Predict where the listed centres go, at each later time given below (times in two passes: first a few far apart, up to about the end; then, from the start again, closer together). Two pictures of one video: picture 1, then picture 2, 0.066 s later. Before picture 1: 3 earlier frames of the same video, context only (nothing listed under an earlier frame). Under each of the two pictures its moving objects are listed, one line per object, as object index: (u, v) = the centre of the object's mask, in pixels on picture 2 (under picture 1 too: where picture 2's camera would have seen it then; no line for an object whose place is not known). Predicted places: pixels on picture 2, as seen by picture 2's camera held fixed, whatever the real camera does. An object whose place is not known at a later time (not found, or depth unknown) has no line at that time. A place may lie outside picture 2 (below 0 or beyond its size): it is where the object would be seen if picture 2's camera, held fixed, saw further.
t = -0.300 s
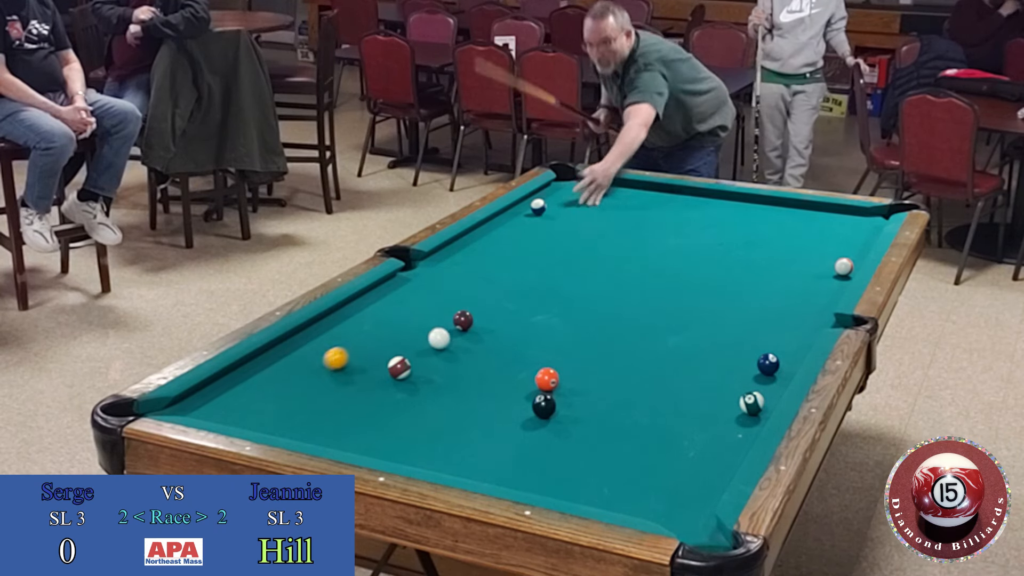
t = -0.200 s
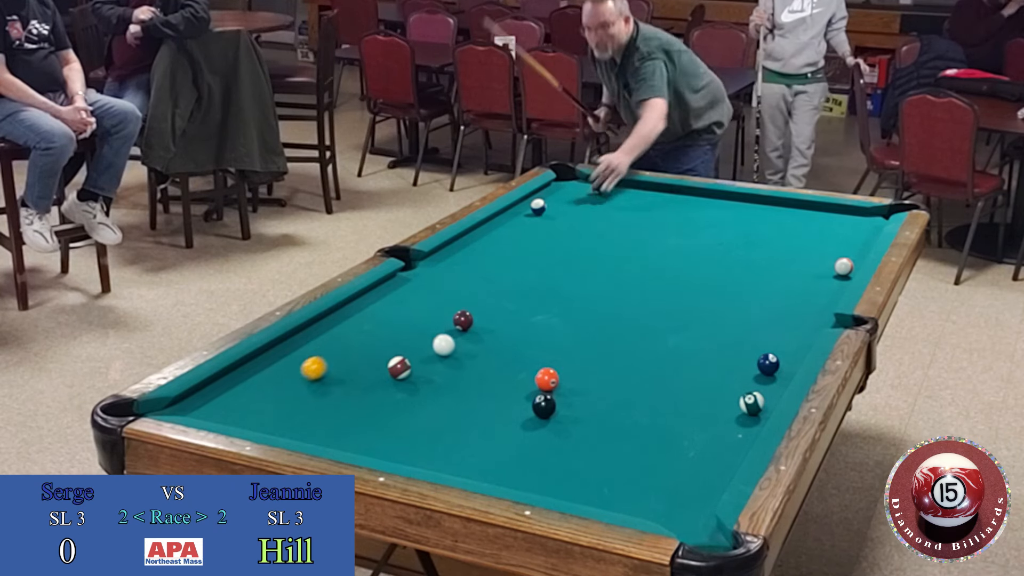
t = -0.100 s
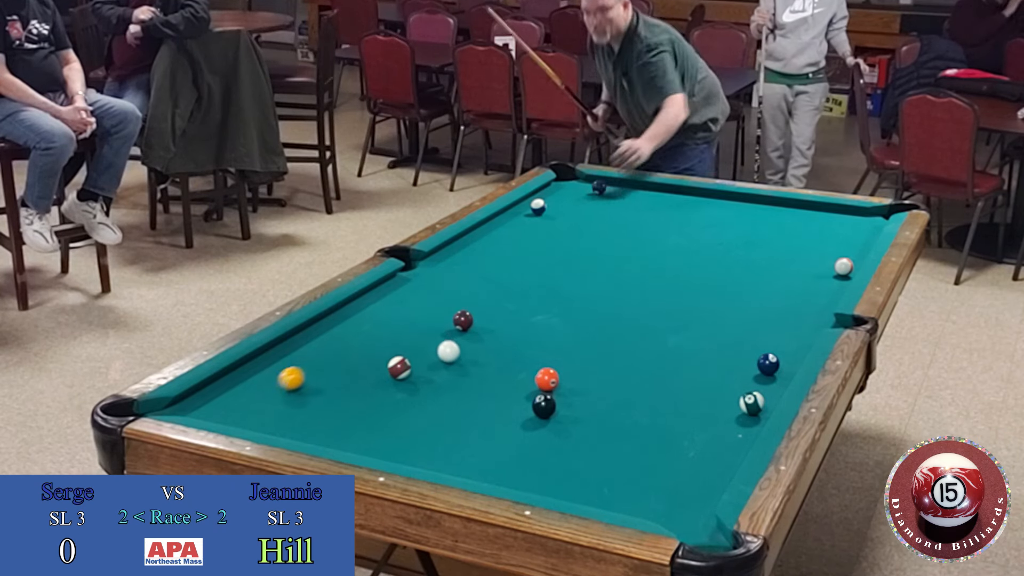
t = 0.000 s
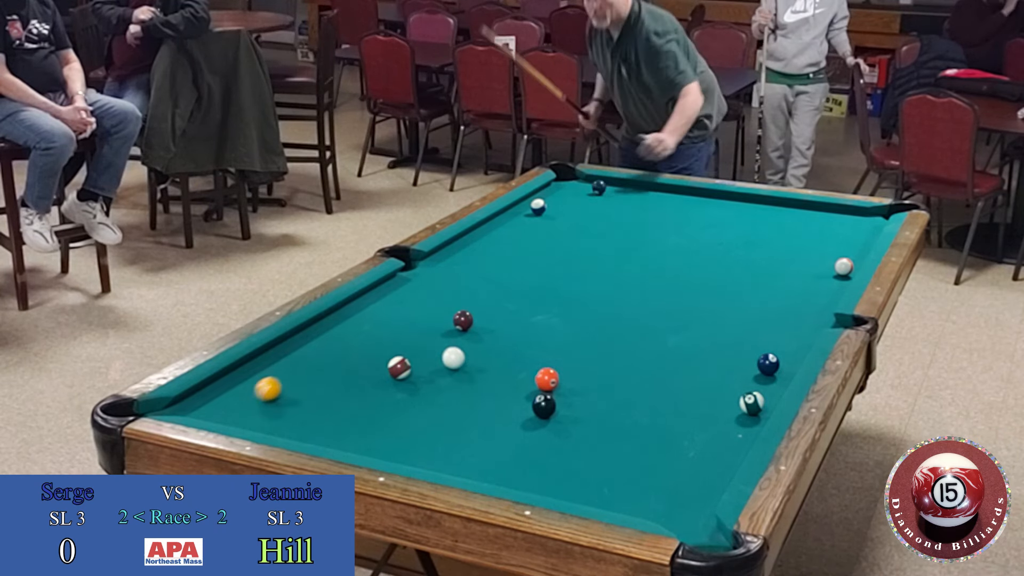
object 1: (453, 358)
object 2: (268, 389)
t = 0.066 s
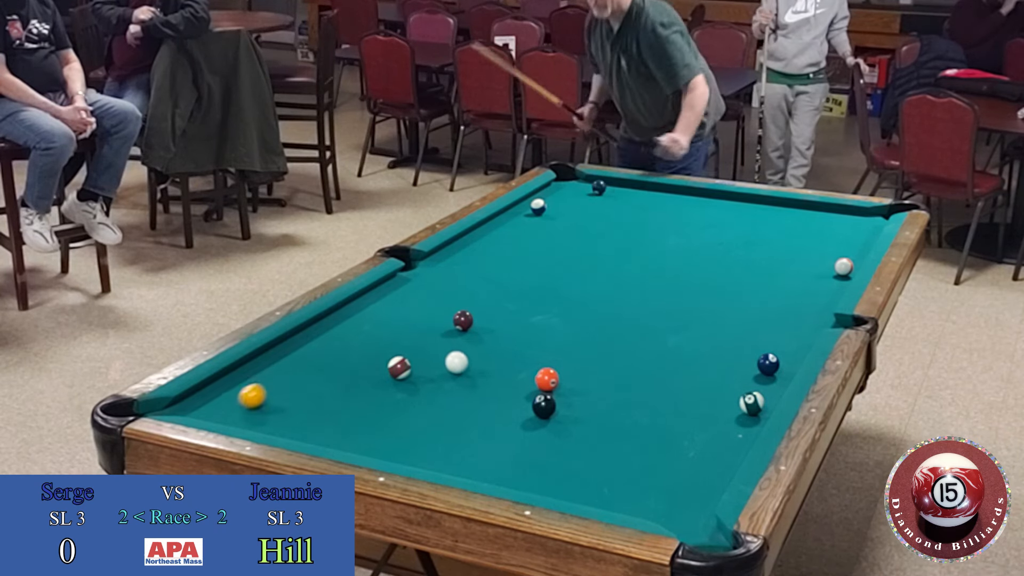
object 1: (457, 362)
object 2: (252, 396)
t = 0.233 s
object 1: (465, 373)
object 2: (212, 413)
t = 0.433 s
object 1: (475, 387)
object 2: (219, 404)
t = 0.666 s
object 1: (487, 402)
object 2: (238, 388)
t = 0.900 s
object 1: (500, 418)
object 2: (255, 373)
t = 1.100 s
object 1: (510, 432)
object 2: (269, 362)
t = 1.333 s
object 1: (524, 448)
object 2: (285, 350)
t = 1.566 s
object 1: (537, 464)
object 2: (298, 339)
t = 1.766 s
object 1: (548, 478)
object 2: (309, 330)
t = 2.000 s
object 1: (561, 491)
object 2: (320, 321)
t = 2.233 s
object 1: (577, 495)
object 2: (333, 314)
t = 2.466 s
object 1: (594, 494)
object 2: (346, 308)
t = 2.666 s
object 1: (606, 493)
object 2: (355, 304)
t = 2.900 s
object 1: (619, 491)
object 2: (364, 299)
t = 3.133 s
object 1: (629, 490)
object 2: (373, 294)
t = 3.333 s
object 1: (637, 489)
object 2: (379, 291)
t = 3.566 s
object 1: (644, 488)
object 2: (386, 287)
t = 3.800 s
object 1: (649, 487)
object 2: (391, 284)
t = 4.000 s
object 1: (652, 486)
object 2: (394, 282)
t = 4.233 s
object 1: (655, 486)
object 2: (397, 280)
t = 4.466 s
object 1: (654, 486)
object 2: (399, 279)
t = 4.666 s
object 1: (654, 486)
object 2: (400, 278)
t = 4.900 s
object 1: (654, 486)
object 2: (401, 278)
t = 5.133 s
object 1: (654, 486)
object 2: (402, 277)
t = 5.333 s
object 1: (654, 486)
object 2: (402, 277)
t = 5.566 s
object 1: (654, 486)
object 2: (402, 277)
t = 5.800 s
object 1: (654, 486)
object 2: (402, 277)
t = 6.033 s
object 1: (654, 486)
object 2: (402, 277)
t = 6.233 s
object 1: (654, 486)
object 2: (402, 277)
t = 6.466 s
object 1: (654, 486)
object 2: (402, 277)
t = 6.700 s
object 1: (654, 486)
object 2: (402, 277)
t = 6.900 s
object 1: (654, 486)
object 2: (402, 277)
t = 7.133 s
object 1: (654, 486)
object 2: (402, 277)
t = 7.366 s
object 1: (654, 486)
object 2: (402, 277)
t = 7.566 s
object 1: (654, 486)
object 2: (402, 277)
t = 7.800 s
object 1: (654, 486)
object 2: (402, 277)
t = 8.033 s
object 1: (654, 486)
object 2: (402, 277)
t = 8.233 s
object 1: (654, 486)
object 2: (402, 277)
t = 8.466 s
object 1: (654, 486)
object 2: (402, 277)
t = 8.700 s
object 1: (654, 486)
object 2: (402, 277)
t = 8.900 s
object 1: (654, 486)
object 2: (402, 277)
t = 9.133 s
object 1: (654, 486)
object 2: (402, 277)
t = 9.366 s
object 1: (654, 486)
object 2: (402, 277)
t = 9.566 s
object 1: (654, 486)
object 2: (402, 277)
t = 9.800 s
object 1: (654, 486)
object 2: (402, 277)
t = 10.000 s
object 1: (654, 486)
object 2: (402, 277)
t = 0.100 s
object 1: (458, 364)
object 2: (244, 399)
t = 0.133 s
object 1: (460, 367)
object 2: (236, 403)
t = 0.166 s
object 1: (461, 369)
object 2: (228, 407)
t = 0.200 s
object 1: (463, 371)
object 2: (220, 410)
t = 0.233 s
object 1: (465, 373)
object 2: (212, 413)
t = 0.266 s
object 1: (466, 375)
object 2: (205, 414)
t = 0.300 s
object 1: (468, 378)
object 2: (207, 413)
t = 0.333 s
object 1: (470, 380)
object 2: (210, 411)
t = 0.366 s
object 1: (471, 382)
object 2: (213, 409)
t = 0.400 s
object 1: (473, 384)
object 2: (216, 407)
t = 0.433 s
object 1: (475, 387)
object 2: (219, 404)
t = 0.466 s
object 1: (477, 389)
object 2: (222, 402)
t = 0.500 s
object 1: (478, 391)
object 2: (224, 400)
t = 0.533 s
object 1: (480, 393)
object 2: (227, 397)
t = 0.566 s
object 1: (482, 395)
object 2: (230, 395)
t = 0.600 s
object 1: (484, 398)
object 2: (232, 393)
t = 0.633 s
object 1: (485, 400)
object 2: (235, 390)
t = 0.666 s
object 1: (487, 402)
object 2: (238, 388)
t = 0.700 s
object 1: (489, 405)
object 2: (240, 386)
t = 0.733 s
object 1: (491, 407)
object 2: (243, 384)
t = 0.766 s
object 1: (493, 409)
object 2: (246, 381)
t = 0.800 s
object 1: (494, 411)
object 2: (248, 379)
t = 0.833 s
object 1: (496, 414)
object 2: (251, 377)
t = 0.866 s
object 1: (498, 416)
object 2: (253, 375)
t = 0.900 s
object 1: (500, 418)
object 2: (255, 373)
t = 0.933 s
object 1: (502, 421)
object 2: (258, 371)
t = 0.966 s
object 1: (503, 423)
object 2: (260, 369)
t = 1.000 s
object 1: (505, 425)
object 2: (262, 367)
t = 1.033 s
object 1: (507, 428)
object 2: (265, 365)
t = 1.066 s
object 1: (509, 430)
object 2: (267, 363)
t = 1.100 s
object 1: (510, 432)
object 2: (269, 362)
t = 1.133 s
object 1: (512, 435)
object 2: (272, 360)
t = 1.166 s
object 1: (514, 437)
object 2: (274, 358)
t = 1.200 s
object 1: (516, 439)
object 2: (276, 356)
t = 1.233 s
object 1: (518, 441)
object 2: (278, 355)
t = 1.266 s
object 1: (520, 444)
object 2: (280, 353)
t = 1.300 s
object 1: (522, 446)
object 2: (282, 351)
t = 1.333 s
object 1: (524, 448)
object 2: (285, 350)
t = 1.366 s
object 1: (526, 451)
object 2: (286, 348)
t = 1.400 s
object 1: (527, 453)
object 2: (288, 346)
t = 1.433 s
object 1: (529, 455)
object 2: (290, 345)
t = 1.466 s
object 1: (531, 458)
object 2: (292, 343)
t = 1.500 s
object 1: (533, 460)
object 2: (294, 342)
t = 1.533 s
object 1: (535, 462)
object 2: (296, 340)
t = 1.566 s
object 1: (537, 464)
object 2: (298, 339)
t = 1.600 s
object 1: (539, 467)
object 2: (300, 337)
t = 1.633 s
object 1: (540, 469)
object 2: (302, 336)
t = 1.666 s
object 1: (542, 471)
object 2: (303, 334)
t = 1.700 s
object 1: (544, 474)
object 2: (305, 333)
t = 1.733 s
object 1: (546, 476)
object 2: (307, 332)
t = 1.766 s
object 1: (548, 478)
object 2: (309, 330)
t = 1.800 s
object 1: (549, 480)
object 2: (310, 329)
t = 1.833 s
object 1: (551, 483)
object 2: (312, 328)
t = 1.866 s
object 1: (553, 485)
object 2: (314, 326)
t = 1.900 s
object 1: (555, 486)
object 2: (315, 325)
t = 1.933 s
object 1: (557, 488)
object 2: (317, 324)
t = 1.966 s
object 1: (559, 490)
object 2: (319, 323)
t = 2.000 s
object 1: (561, 491)
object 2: (320, 321)
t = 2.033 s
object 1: (563, 493)
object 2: (322, 320)
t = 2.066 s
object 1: (565, 494)
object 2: (323, 319)
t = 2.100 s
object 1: (567, 495)
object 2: (326, 318)
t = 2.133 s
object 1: (570, 495)
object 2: (327, 317)
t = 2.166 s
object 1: (572, 495)
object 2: (329, 316)
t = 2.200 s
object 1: (575, 495)
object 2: (331, 315)
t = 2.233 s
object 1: (577, 495)
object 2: (333, 314)
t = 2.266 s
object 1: (580, 495)
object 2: (335, 313)
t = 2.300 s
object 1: (582, 495)
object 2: (337, 312)
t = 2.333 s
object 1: (584, 495)
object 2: (339, 312)
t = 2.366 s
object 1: (587, 495)
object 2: (340, 311)
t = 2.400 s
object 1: (589, 494)
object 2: (342, 310)
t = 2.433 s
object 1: (591, 494)
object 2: (344, 309)
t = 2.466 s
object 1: (594, 494)
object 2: (346, 308)
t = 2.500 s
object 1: (596, 494)
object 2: (347, 307)
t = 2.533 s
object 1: (598, 494)
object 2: (349, 307)
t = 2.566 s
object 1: (600, 494)
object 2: (350, 306)
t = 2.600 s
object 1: (602, 494)
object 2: (352, 305)
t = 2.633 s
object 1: (604, 493)
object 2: (354, 304)
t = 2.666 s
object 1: (606, 493)
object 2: (355, 304)
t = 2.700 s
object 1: (608, 493)
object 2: (356, 303)
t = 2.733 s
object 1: (610, 493)
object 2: (358, 302)
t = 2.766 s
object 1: (612, 492)
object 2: (359, 301)
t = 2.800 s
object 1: (613, 492)
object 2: (361, 301)
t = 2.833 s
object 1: (615, 492)
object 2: (362, 300)
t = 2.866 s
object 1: (617, 491)
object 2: (363, 299)
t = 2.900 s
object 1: (619, 491)
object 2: (364, 299)
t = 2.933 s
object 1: (620, 491)
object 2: (366, 298)
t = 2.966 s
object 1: (622, 491)
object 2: (367, 297)
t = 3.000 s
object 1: (623, 491)
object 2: (369, 297)
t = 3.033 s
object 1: (625, 490)
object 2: (370, 296)
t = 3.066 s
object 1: (626, 490)
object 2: (371, 296)
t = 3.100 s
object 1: (628, 490)
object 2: (372, 295)
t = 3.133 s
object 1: (629, 490)
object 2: (373, 294)
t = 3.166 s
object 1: (631, 490)
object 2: (374, 294)
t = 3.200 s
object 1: (632, 490)
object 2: (375, 293)
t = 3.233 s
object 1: (633, 489)
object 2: (376, 292)
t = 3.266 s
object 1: (635, 489)
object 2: (377, 292)
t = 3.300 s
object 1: (636, 489)
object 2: (378, 291)
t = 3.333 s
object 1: (637, 489)
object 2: (379, 291)
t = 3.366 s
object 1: (638, 489)
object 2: (380, 290)
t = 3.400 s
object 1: (639, 489)
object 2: (381, 290)
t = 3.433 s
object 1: (640, 488)
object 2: (382, 289)
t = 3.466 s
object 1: (641, 488)
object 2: (383, 289)
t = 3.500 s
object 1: (642, 488)
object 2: (384, 288)
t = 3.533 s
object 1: (643, 488)
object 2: (385, 288)
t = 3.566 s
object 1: (644, 488)
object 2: (386, 287)
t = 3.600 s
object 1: (645, 488)
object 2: (386, 287)
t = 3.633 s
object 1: (646, 487)
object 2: (387, 286)
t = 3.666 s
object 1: (646, 487)
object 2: (388, 286)
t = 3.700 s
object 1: (647, 487)
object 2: (389, 286)
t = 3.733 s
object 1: (648, 487)
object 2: (389, 285)
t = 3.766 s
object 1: (649, 487)
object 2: (390, 285)
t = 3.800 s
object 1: (649, 487)
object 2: (391, 284)
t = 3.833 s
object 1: (650, 487)
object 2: (391, 284)
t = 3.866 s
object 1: (650, 487)
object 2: (392, 284)
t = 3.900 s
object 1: (651, 486)
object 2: (393, 283)
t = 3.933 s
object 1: (651, 486)
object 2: (393, 283)
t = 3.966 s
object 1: (652, 486)
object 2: (394, 283)
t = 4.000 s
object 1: (652, 486)
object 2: (394, 282)
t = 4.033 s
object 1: (653, 486)
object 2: (395, 282)
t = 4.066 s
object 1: (653, 486)
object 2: (395, 282)
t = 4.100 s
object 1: (654, 486)
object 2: (396, 282)
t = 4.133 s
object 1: (654, 486)
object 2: (396, 281)
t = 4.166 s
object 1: (654, 486)
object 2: (397, 281)
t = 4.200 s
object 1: (654, 486)
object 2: (397, 281)
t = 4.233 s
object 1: (655, 486)
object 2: (397, 280)
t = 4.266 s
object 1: (655, 486)
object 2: (398, 280)
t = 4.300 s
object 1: (655, 486)
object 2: (398, 280)
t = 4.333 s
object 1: (655, 486)
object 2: (398, 279)
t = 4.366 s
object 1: (655, 486)
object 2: (399, 279)
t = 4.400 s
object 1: (655, 486)
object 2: (399, 279)
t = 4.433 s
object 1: (654, 486)
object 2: (399, 279)
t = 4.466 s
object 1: (654, 486)
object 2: (399, 279)
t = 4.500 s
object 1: (654, 486)
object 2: (400, 279)
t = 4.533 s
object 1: (654, 486)
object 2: (400, 279)
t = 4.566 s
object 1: (654, 486)
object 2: (400, 278)
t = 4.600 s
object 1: (654, 486)
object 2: (400, 278)
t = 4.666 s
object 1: (654, 486)
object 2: (400, 278)
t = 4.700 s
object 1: (654, 486)
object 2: (401, 278)
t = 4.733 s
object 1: (654, 486)
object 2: (401, 278)
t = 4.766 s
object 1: (654, 486)
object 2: (401, 278)
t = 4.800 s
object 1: (654, 486)
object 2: (401, 278)
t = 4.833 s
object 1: (654, 486)
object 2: (401, 278)
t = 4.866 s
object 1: (654, 486)
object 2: (401, 278)
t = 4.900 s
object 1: (654, 486)
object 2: (401, 278)
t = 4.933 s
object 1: (654, 486)
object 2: (402, 277)
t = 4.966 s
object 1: (654, 486)
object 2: (402, 277)
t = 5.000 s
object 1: (654, 486)
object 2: (402, 277)
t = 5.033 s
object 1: (654, 486)
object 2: (402, 277)
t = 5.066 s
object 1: (654, 486)
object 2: (402, 277)
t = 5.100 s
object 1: (654, 486)
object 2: (402, 277)
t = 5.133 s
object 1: (654, 486)
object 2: (402, 277)
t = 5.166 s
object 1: (654, 486)
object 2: (402, 277)
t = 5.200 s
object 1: (654, 486)
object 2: (402, 277)
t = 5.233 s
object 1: (654, 486)
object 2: (402, 277)
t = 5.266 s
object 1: (654, 486)
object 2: (402, 277)
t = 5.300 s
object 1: (654, 486)
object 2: (402, 277)
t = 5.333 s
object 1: (654, 486)
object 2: (402, 277)
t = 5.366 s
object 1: (654, 486)
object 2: (402, 277)
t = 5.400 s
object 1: (654, 486)
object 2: (402, 277)
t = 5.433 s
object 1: (654, 486)
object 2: (402, 277)
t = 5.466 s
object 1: (654, 486)
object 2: (402, 277)
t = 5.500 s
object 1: (654, 486)
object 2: (402, 277)
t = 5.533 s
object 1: (654, 486)
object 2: (402, 277)
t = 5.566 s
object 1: (654, 486)
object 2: (402, 277)
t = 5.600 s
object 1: (654, 486)
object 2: (402, 277)
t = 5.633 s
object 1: (654, 486)
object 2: (402, 277)
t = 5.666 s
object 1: (654, 486)
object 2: (402, 277)
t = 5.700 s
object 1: (654, 486)
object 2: (402, 277)
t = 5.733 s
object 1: (654, 486)
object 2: (402, 277)
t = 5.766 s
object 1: (654, 486)
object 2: (402, 277)
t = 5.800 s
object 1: (654, 486)
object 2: (402, 277)
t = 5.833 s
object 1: (654, 486)
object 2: (402, 277)
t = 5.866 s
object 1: (654, 486)
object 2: (402, 277)
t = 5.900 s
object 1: (654, 486)
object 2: (402, 277)
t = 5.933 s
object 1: (654, 486)
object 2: (402, 277)
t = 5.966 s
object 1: (654, 486)
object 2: (402, 277)
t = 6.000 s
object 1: (654, 486)
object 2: (402, 277)
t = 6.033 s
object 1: (654, 486)
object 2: (402, 277)
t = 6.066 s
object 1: (654, 486)
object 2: (402, 277)
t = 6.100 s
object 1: (654, 486)
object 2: (402, 277)
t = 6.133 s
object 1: (654, 486)
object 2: (402, 277)
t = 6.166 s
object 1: (654, 486)
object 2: (402, 277)
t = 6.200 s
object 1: (654, 486)
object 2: (402, 277)
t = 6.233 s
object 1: (654, 486)
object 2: (402, 277)
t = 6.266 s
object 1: (654, 486)
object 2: (402, 277)
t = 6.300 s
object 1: (654, 486)
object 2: (402, 277)
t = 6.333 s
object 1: (654, 486)
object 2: (402, 277)
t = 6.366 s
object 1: (654, 486)
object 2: (402, 277)
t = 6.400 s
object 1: (654, 486)
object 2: (402, 277)
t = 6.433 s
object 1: (654, 486)
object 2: (402, 277)
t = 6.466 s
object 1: (654, 486)
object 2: (402, 277)
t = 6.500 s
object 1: (654, 486)
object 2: (402, 277)
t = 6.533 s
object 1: (654, 486)
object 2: (402, 277)
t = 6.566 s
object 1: (654, 486)
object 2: (402, 277)
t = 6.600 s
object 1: (654, 486)
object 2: (402, 277)
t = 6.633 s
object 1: (654, 486)
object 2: (402, 277)
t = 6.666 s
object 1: (654, 486)
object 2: (402, 277)
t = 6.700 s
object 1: (654, 486)
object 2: (402, 277)
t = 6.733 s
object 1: (654, 486)
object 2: (402, 277)
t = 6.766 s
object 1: (654, 486)
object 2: (402, 277)
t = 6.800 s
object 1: (654, 486)
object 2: (402, 277)
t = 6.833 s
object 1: (654, 486)
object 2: (402, 277)
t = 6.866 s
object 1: (654, 486)
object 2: (402, 277)
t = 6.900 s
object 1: (654, 486)
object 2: (402, 277)
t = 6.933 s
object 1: (654, 486)
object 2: (402, 277)
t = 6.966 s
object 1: (654, 486)
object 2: (402, 277)
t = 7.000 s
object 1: (654, 486)
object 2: (402, 277)
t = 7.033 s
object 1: (654, 486)
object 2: (402, 277)
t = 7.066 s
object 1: (654, 486)
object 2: (402, 277)
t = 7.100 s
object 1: (654, 486)
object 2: (402, 277)
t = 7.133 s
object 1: (654, 486)
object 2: (402, 277)
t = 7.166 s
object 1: (654, 486)
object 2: (402, 277)
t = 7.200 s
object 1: (654, 486)
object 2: (402, 277)
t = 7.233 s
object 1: (654, 486)
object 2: (402, 277)
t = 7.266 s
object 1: (654, 486)
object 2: (402, 277)
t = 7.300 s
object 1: (654, 486)
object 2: (402, 277)
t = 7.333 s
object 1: (654, 486)
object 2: (402, 277)
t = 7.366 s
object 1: (654, 486)
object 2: (402, 277)
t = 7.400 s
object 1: (654, 486)
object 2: (402, 277)
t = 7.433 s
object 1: (654, 486)
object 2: (402, 277)
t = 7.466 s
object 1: (654, 486)
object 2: (402, 277)
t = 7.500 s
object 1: (654, 486)
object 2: (402, 277)
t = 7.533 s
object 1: (654, 486)
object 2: (402, 277)
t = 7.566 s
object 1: (654, 486)
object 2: (402, 277)
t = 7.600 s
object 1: (654, 486)
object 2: (402, 277)
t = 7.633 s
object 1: (654, 486)
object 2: (402, 277)
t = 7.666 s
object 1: (654, 486)
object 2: (402, 277)
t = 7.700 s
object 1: (654, 486)
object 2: (402, 277)
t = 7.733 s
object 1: (654, 486)
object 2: (402, 277)
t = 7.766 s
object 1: (654, 486)
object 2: (402, 277)
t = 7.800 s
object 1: (654, 486)
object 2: (402, 277)
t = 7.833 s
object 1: (654, 486)
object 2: (402, 277)
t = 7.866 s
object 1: (654, 486)
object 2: (402, 277)
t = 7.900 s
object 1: (654, 486)
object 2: (402, 277)
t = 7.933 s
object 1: (654, 486)
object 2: (402, 277)
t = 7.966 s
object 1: (654, 486)
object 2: (402, 277)
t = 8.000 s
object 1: (654, 486)
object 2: (402, 277)
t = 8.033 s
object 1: (654, 486)
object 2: (402, 277)
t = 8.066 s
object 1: (654, 486)
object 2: (402, 277)
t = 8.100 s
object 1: (654, 486)
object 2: (402, 277)
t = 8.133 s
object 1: (654, 486)
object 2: (402, 277)
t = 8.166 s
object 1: (654, 486)
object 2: (402, 277)
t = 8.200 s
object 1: (654, 486)
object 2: (402, 277)
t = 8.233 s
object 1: (654, 486)
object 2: (402, 277)
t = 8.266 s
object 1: (654, 486)
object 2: (402, 277)
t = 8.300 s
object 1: (654, 486)
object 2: (402, 277)
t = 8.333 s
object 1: (654, 486)
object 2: (402, 277)
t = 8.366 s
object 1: (654, 486)
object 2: (402, 277)
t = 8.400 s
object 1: (654, 486)
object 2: (402, 277)
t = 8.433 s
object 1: (654, 486)
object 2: (402, 277)
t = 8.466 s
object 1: (654, 486)
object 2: (402, 277)
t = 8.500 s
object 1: (654, 486)
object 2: (402, 277)
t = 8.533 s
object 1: (654, 486)
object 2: (402, 277)
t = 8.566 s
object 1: (654, 486)
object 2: (402, 277)
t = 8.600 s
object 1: (654, 486)
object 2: (402, 277)
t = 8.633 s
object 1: (654, 486)
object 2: (402, 277)
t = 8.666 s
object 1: (654, 486)
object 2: (402, 277)
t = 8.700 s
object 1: (654, 486)
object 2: (402, 277)
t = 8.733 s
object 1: (654, 486)
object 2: (402, 277)
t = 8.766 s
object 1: (654, 486)
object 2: (402, 277)
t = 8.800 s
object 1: (654, 486)
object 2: (402, 277)
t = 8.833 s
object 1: (654, 486)
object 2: (402, 277)
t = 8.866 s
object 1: (654, 486)
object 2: (402, 277)
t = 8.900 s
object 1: (654, 486)
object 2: (402, 277)
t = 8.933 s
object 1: (654, 486)
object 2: (402, 277)
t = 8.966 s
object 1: (654, 486)
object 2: (402, 277)
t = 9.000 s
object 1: (654, 486)
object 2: (402, 277)
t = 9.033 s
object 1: (654, 486)
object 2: (402, 277)
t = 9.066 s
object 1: (654, 486)
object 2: (402, 277)
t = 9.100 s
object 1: (654, 486)
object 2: (402, 277)
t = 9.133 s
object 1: (654, 486)
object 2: (402, 277)
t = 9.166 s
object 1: (654, 486)
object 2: (402, 277)
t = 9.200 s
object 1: (654, 486)
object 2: (402, 277)
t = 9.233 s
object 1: (654, 486)
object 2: (402, 277)
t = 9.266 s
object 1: (654, 486)
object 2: (402, 277)
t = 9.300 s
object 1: (654, 486)
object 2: (402, 277)
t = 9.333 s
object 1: (654, 486)
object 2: (402, 277)
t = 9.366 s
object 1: (654, 486)
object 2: (402, 277)
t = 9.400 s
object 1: (654, 486)
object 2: (402, 277)
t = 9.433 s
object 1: (654, 486)
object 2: (402, 277)
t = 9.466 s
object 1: (654, 486)
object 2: (402, 277)
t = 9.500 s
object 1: (654, 486)
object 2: (402, 277)
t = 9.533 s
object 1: (654, 486)
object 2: (402, 277)
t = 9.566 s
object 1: (654, 486)
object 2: (402, 277)
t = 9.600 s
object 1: (654, 486)
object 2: (402, 277)
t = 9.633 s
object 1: (654, 486)
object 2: (402, 277)
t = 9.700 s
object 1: (654, 486)
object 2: (402, 277)
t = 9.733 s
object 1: (654, 486)
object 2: (402, 277)
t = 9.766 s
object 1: (654, 486)
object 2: (402, 277)
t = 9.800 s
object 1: (654, 486)
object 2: (402, 277)
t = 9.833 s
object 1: (654, 486)
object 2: (402, 277)
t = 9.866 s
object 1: (654, 486)
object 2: (402, 277)
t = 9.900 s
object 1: (654, 486)
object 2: (402, 277)
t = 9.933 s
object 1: (654, 486)
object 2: (402, 277)
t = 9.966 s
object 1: (654, 486)
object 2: (402, 277)
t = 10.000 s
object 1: (654, 486)
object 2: (402, 277)
